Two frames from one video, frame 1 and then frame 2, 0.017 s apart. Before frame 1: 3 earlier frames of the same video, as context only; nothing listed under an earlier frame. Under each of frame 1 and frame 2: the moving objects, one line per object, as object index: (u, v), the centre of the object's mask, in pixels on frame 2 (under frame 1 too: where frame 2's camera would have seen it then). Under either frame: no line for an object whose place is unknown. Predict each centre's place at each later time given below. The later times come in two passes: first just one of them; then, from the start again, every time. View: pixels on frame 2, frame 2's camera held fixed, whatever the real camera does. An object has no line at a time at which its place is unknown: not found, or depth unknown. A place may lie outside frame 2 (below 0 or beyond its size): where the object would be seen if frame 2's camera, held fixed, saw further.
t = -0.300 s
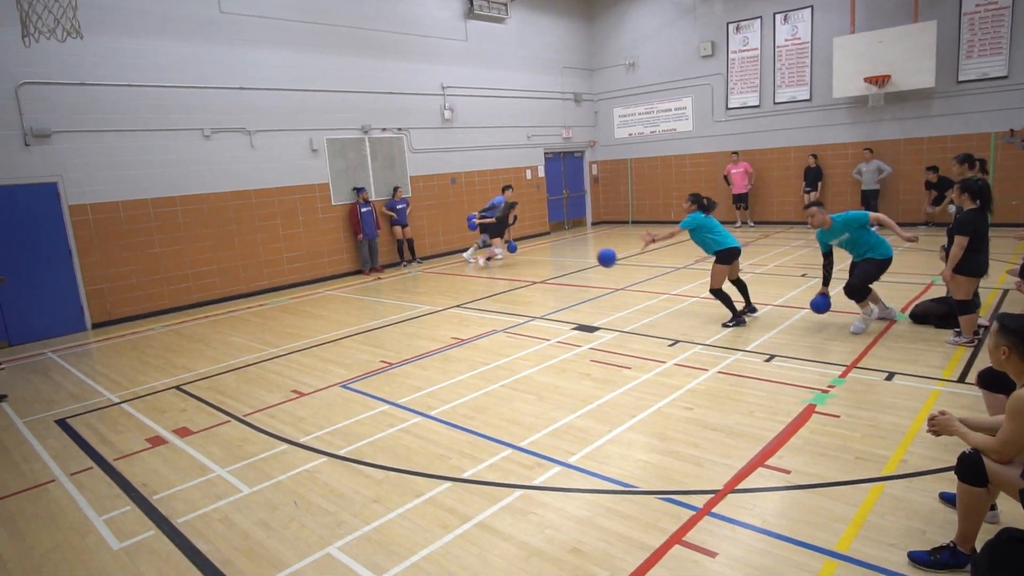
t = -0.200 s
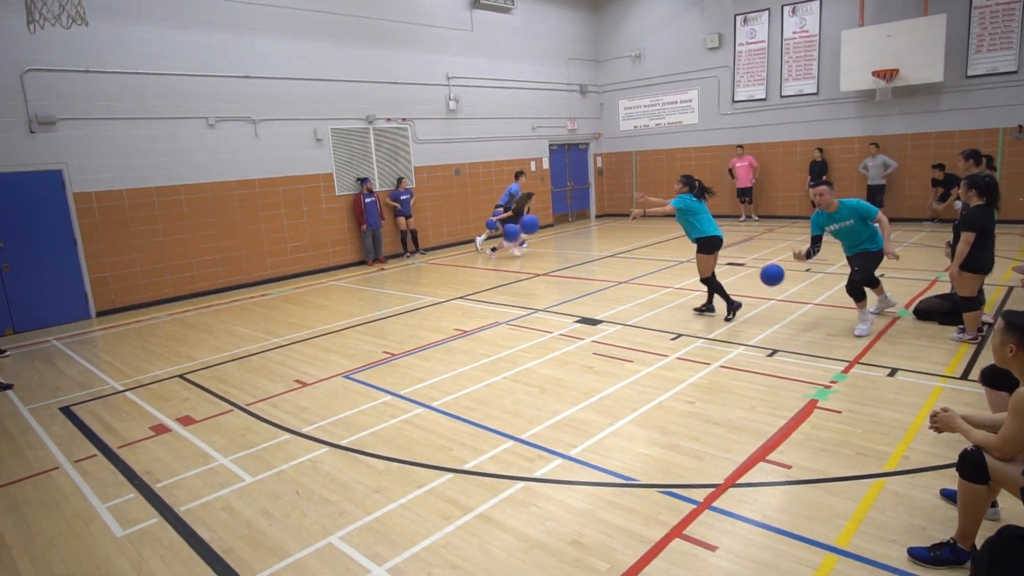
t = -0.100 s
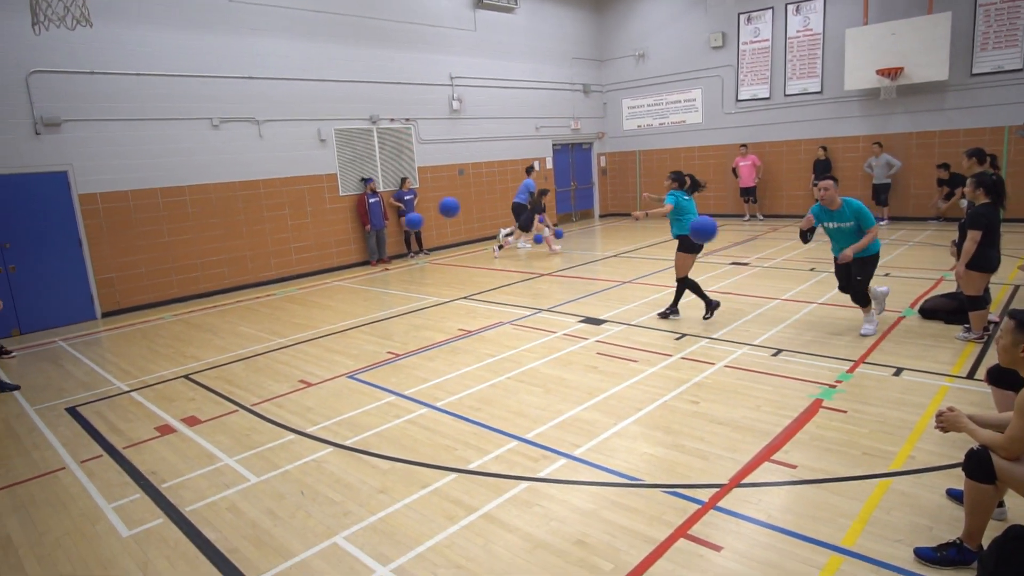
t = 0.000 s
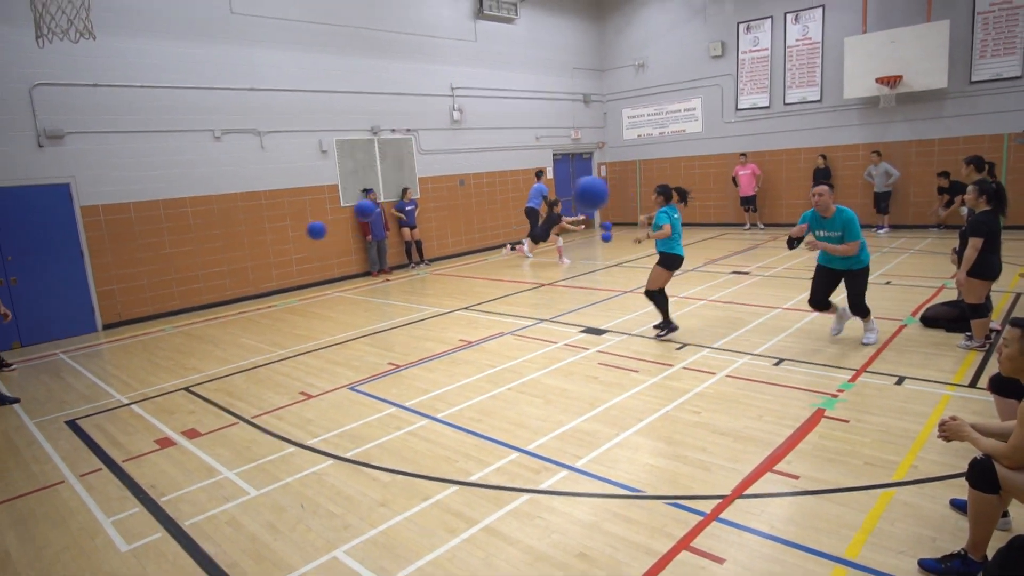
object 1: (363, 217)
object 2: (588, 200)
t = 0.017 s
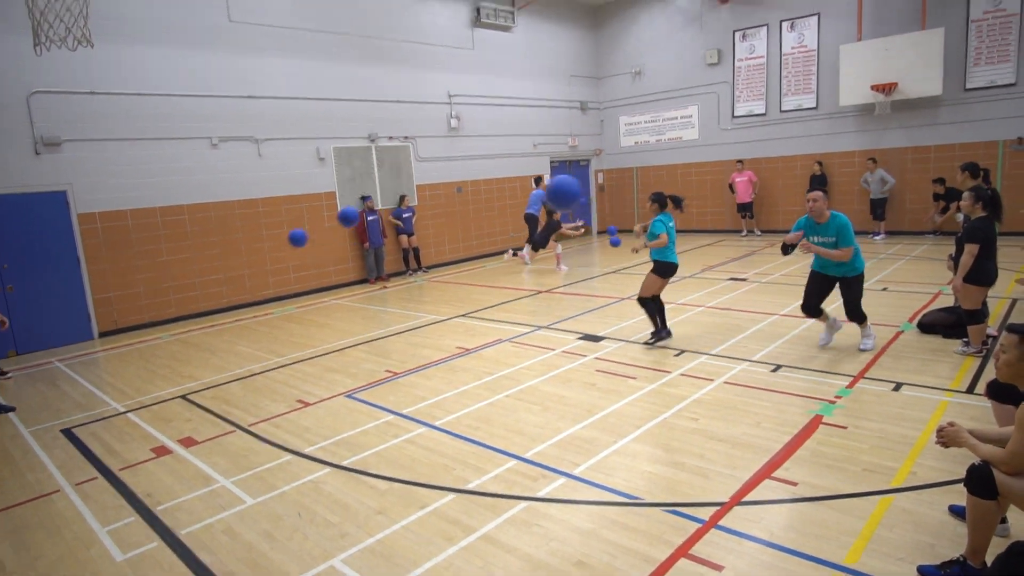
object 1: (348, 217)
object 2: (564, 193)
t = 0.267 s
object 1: (139, 249)
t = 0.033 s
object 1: (334, 217)
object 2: (536, 186)
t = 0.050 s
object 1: (320, 217)
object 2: (507, 179)
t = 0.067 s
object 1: (306, 218)
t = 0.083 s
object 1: (292, 218)
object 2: (440, 164)
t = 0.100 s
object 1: (277, 220)
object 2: (401, 157)
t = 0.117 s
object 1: (263, 222)
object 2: (360, 150)
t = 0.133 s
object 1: (250, 223)
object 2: (313, 142)
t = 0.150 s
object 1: (235, 225)
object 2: (262, 134)
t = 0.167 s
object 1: (221, 228)
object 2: (204, 126)
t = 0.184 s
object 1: (207, 230)
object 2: (139, 118)
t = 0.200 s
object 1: (194, 233)
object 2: (67, 110)
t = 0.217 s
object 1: (180, 237)
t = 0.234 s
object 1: (166, 241)
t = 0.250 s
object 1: (153, 244)
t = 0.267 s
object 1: (139, 249)
